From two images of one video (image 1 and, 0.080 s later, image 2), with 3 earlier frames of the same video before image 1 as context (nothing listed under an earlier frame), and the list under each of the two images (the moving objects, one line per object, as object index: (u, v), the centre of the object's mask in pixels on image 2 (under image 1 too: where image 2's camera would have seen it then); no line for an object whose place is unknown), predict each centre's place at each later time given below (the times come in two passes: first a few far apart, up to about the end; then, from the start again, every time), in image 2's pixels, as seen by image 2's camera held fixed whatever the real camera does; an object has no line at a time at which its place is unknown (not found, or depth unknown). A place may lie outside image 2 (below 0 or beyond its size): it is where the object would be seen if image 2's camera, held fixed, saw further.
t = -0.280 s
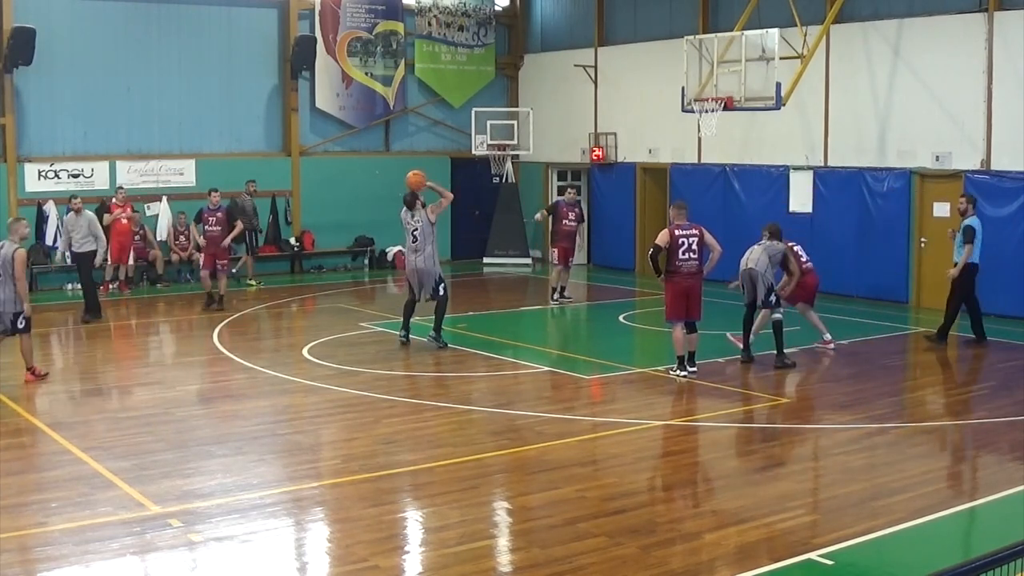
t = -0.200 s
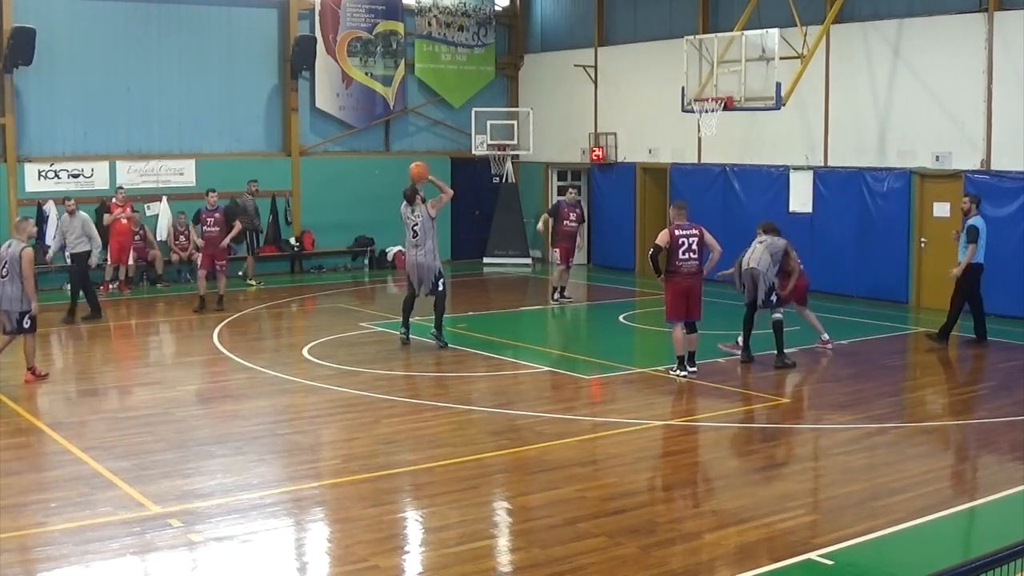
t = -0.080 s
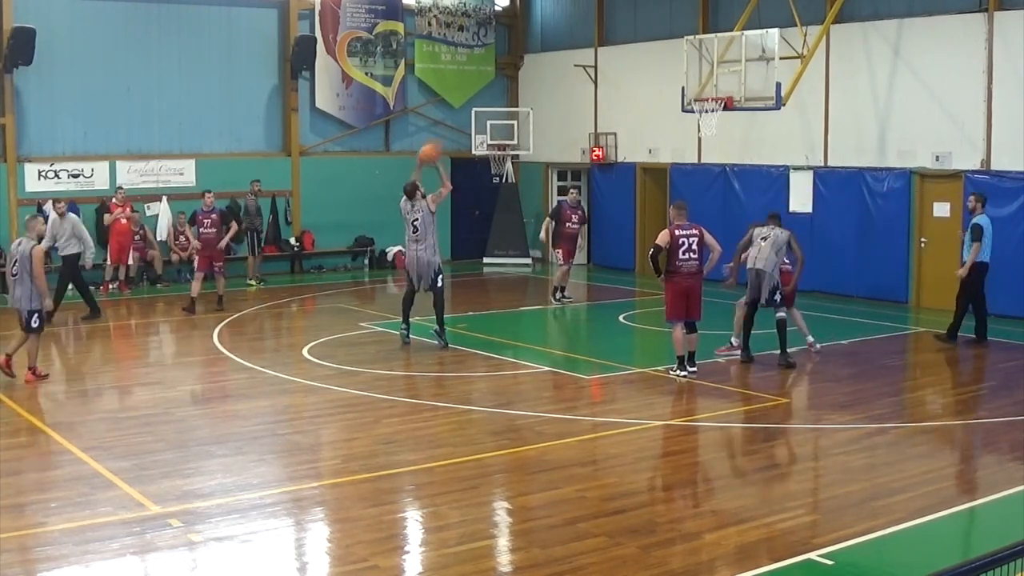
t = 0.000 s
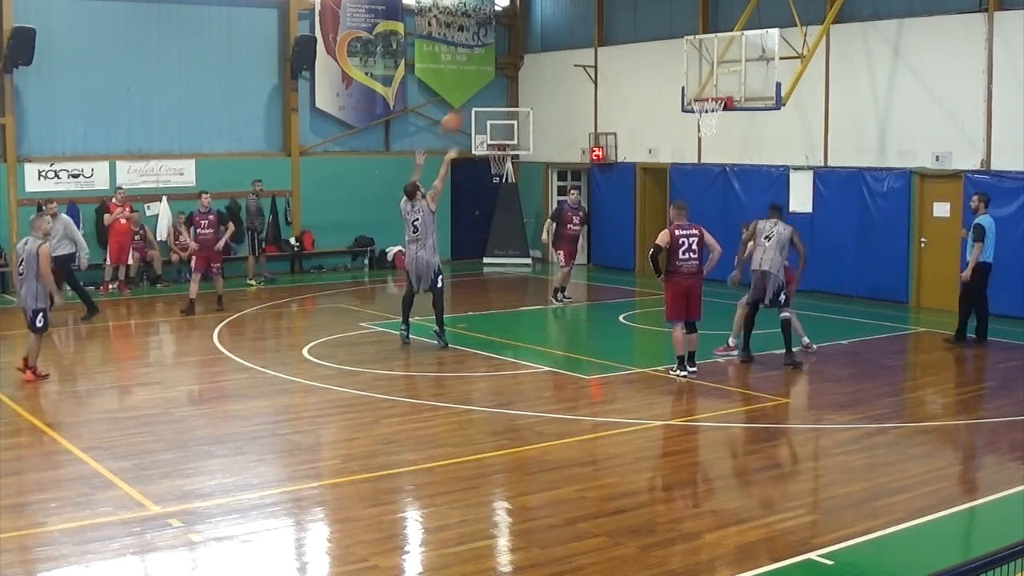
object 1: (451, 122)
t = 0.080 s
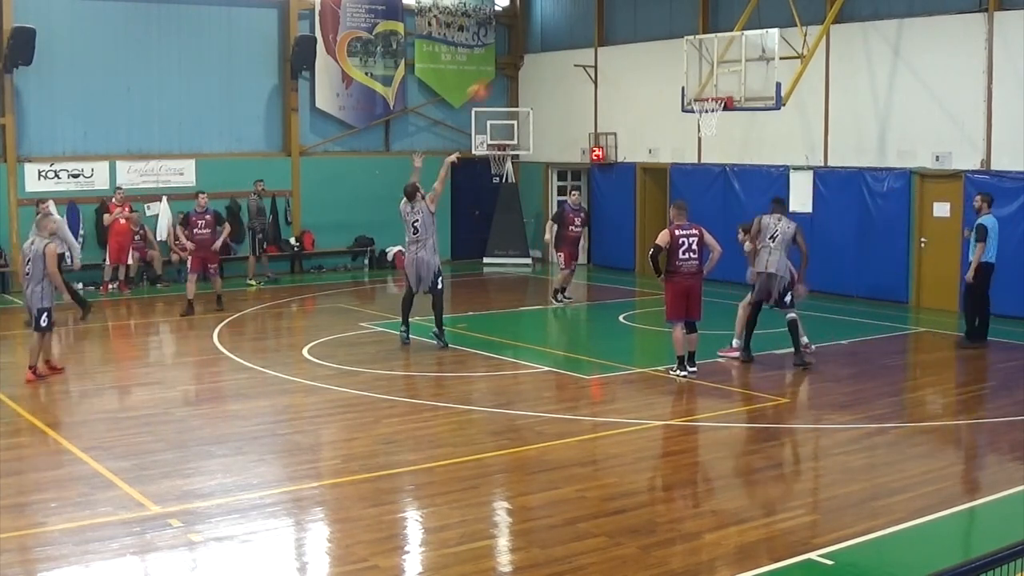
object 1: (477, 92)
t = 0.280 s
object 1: (538, 46)
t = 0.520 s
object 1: (605, 32)
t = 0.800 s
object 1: (678, 70)
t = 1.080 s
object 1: (727, 125)
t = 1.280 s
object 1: (742, 162)
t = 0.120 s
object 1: (489, 80)
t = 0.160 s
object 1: (502, 70)
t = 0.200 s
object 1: (514, 60)
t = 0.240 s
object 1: (525, 53)
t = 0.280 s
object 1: (538, 46)
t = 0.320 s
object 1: (550, 40)
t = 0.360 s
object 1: (560, 36)
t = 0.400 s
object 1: (573, 33)
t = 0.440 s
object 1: (584, 31)
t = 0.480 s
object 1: (595, 31)
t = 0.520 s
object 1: (605, 32)
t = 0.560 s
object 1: (617, 33)
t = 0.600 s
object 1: (627, 37)
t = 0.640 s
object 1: (637, 41)
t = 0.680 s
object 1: (648, 46)
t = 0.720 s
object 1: (658, 54)
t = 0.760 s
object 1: (668, 61)
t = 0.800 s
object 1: (678, 70)
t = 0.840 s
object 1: (687, 79)
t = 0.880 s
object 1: (697, 91)
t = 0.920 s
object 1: (706, 105)
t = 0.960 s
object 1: (715, 113)
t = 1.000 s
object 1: (720, 118)
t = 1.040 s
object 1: (724, 121)
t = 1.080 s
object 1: (727, 125)
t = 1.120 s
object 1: (730, 130)
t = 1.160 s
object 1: (733, 136)
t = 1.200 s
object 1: (736, 144)
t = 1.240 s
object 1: (739, 152)
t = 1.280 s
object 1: (742, 162)
